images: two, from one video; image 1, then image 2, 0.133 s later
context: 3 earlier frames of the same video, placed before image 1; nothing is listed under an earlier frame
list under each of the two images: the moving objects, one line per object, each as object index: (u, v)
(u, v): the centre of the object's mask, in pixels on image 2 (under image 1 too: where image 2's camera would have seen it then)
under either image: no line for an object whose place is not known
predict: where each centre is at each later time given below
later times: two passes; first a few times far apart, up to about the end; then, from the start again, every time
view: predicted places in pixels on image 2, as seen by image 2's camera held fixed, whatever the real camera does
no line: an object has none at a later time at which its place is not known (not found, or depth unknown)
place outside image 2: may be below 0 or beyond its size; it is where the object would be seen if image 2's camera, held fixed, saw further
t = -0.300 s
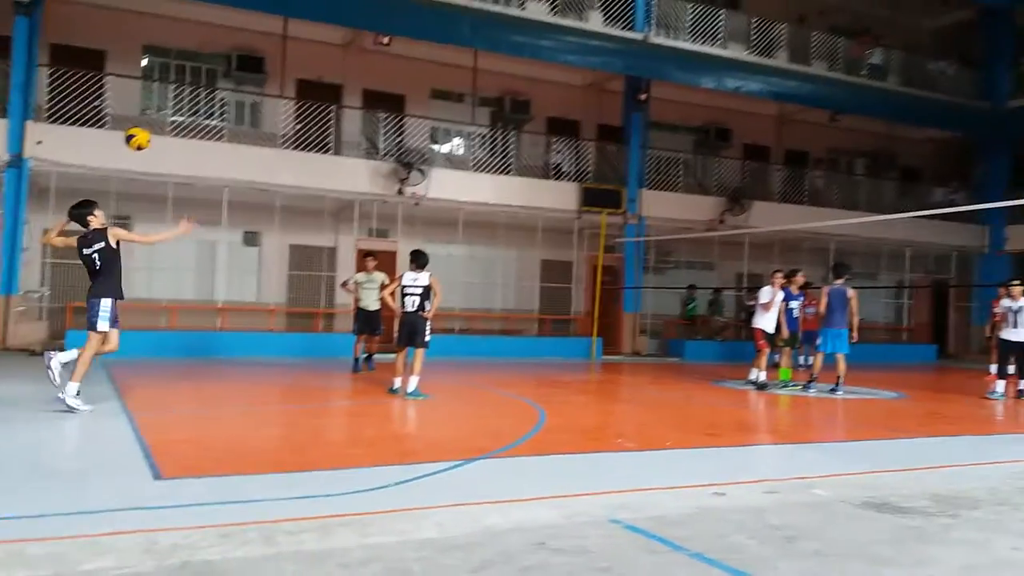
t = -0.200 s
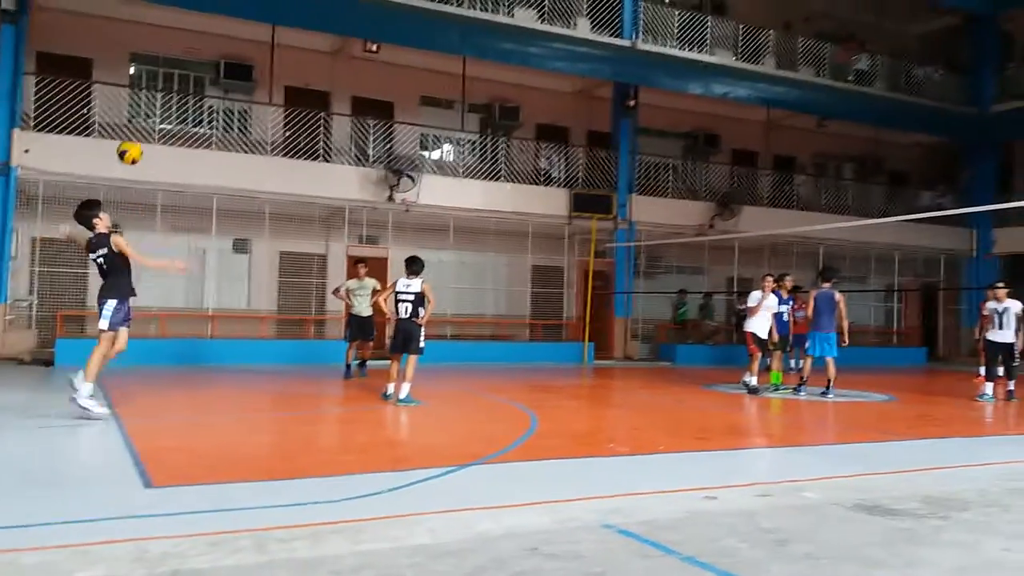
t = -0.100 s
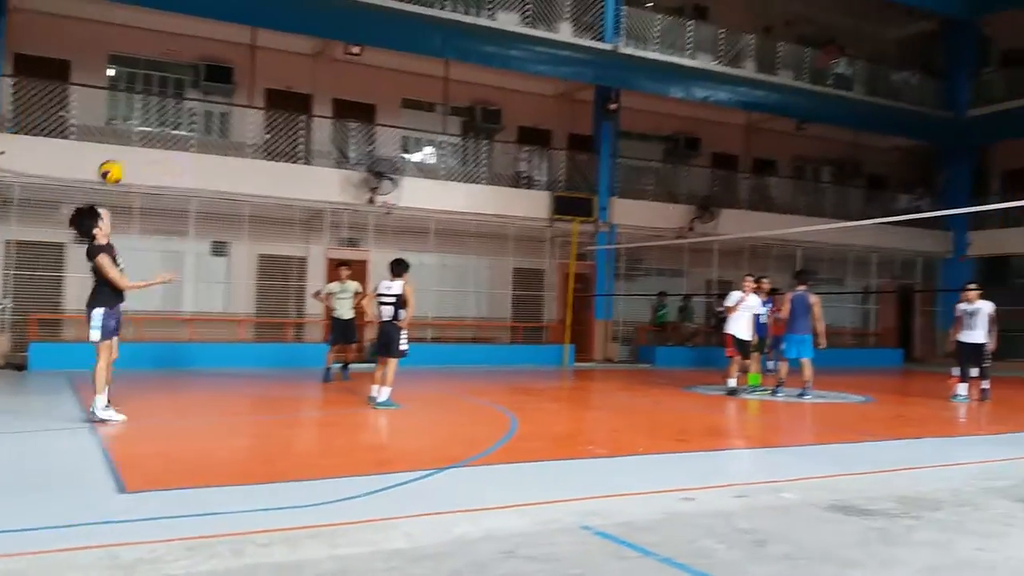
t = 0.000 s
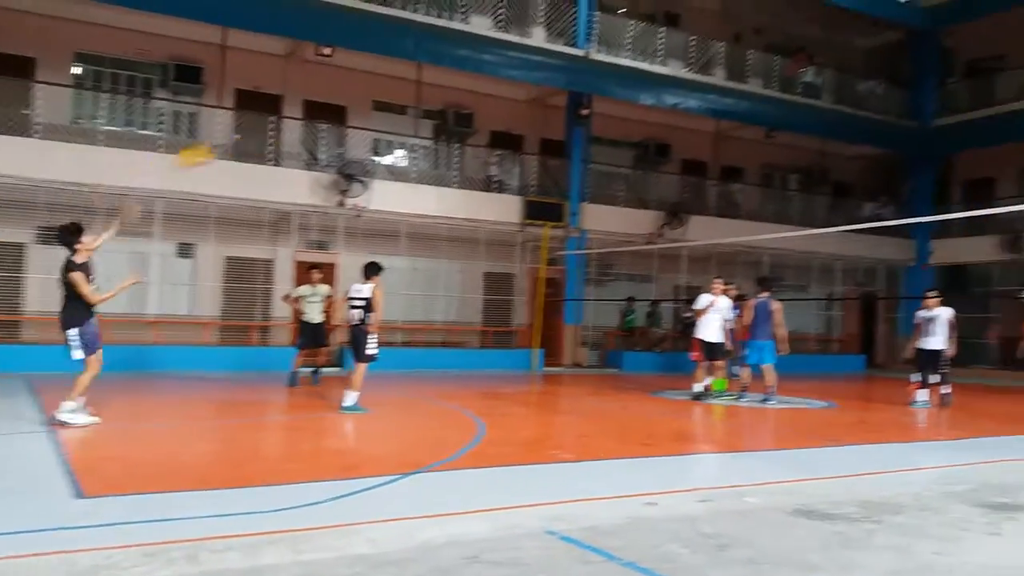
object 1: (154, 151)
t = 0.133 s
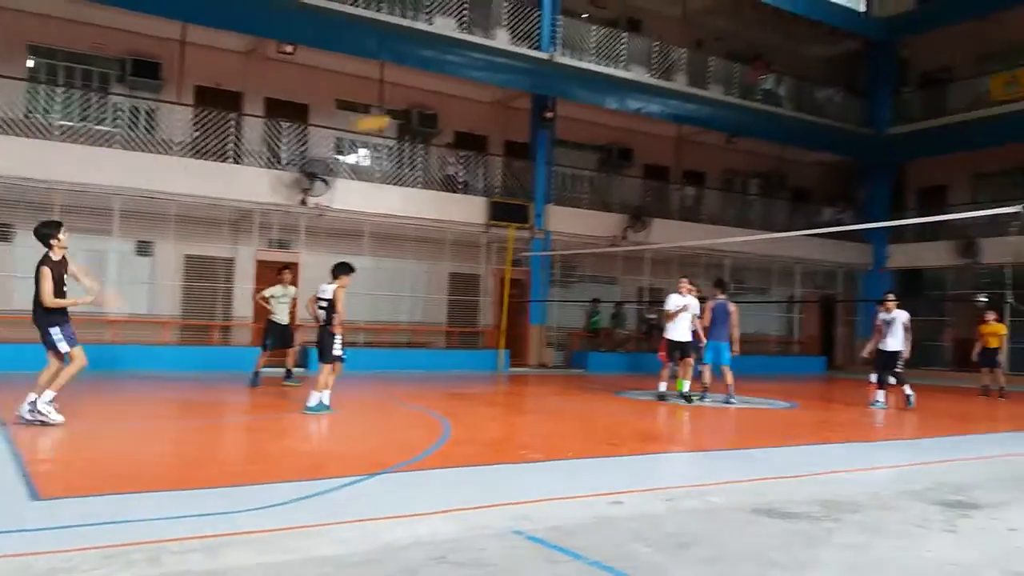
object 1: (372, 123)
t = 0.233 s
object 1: (502, 115)
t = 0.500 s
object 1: (766, 119)
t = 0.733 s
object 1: (931, 164)
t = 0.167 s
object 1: (418, 120)
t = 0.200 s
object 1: (462, 117)
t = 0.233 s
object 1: (502, 115)
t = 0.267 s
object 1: (541, 114)
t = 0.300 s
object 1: (579, 112)
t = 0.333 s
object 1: (614, 114)
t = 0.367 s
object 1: (648, 110)
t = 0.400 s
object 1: (680, 111)
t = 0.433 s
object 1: (710, 113)
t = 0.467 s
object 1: (738, 115)
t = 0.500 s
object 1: (766, 119)
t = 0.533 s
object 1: (794, 124)
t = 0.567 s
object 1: (819, 129)
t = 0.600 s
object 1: (844, 134)
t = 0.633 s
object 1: (866, 141)
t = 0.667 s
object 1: (888, 148)
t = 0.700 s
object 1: (909, 155)
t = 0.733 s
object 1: (931, 164)
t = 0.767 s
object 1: (951, 172)
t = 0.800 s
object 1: (971, 181)
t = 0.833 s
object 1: (989, 190)
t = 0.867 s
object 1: (1006, 199)
